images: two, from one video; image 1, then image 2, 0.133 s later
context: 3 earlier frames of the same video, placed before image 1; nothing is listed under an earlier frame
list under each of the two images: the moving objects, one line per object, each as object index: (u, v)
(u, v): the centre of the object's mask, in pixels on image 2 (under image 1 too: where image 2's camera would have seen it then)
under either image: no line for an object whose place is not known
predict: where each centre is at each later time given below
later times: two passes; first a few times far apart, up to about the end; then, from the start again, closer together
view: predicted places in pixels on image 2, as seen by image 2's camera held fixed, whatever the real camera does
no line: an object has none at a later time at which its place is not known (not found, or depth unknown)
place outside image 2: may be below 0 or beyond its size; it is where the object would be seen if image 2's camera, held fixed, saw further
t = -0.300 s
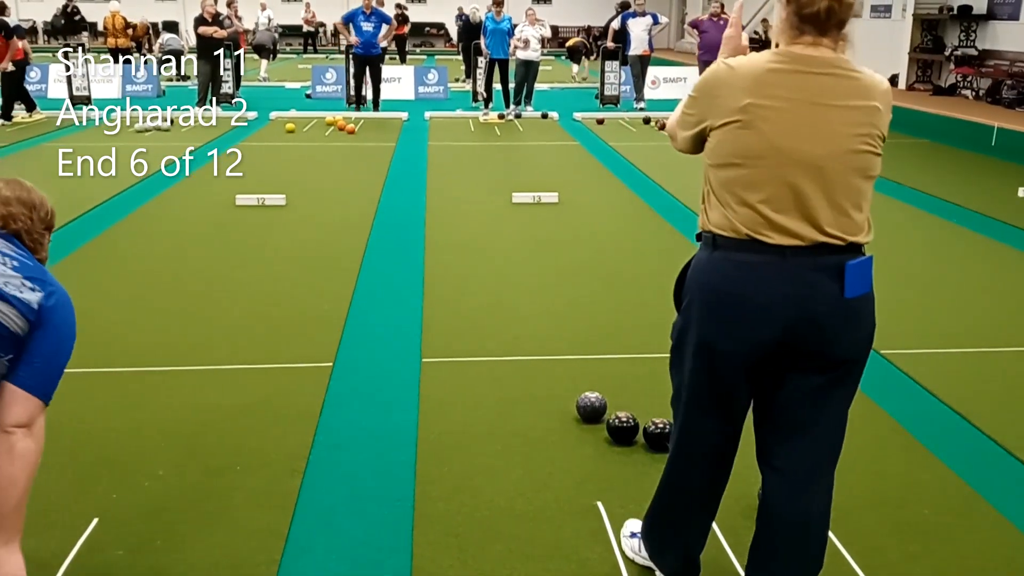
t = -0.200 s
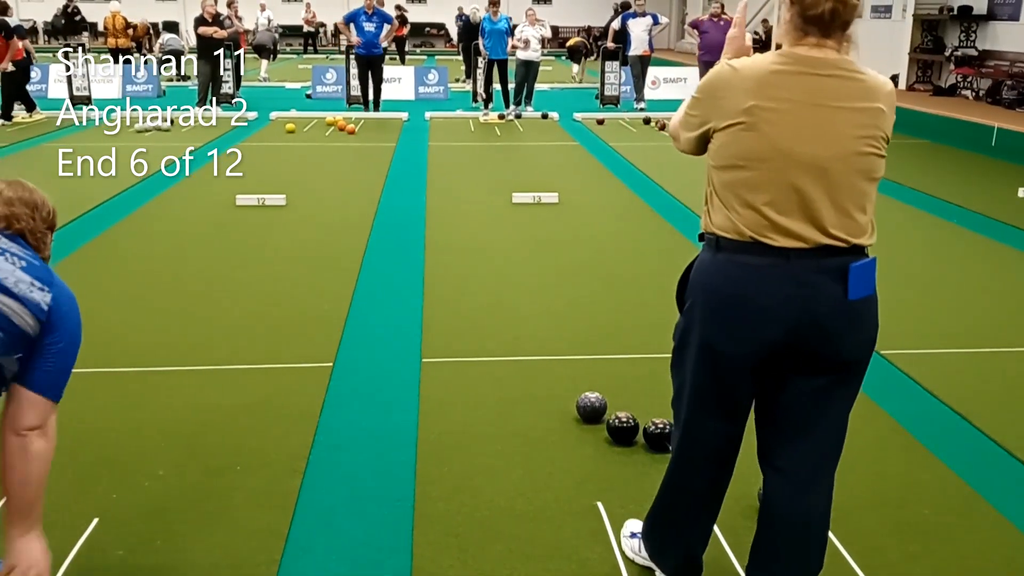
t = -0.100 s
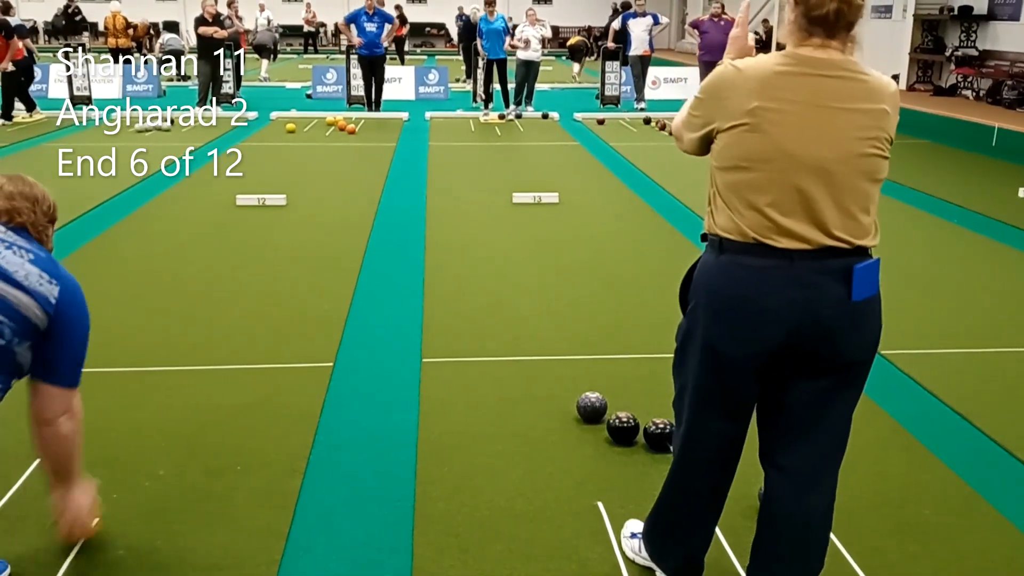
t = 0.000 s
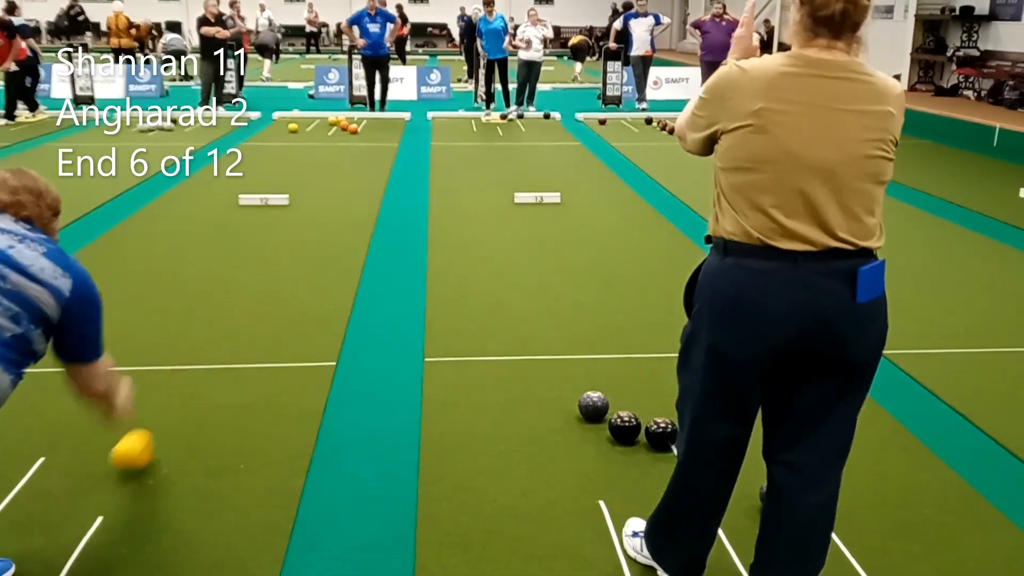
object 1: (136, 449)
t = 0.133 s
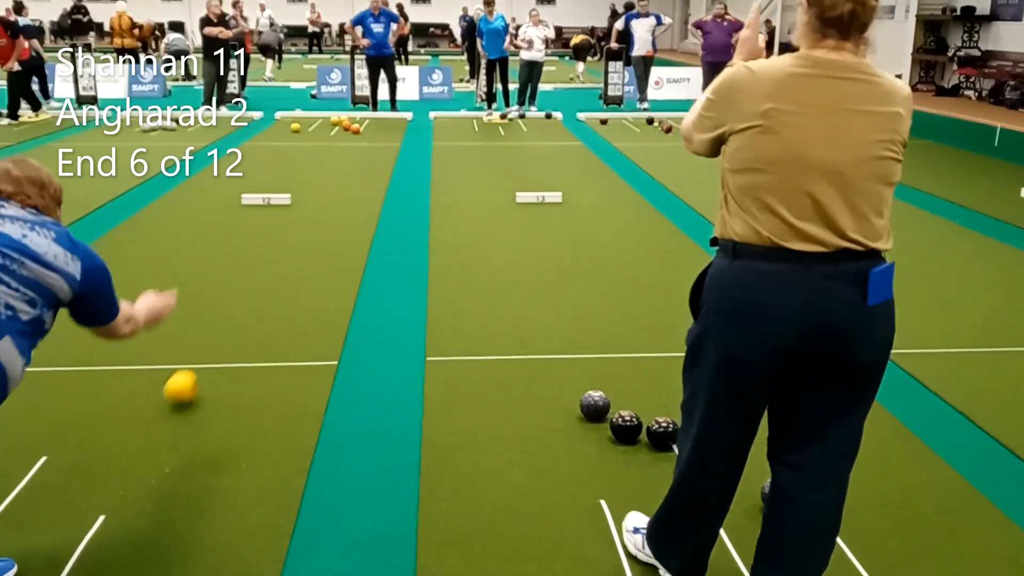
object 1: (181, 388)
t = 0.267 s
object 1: (214, 346)
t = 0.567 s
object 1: (260, 281)
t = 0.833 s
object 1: (287, 243)
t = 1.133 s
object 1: (308, 212)
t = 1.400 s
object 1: (319, 191)
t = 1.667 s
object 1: (329, 174)
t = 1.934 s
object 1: (337, 161)
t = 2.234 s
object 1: (344, 149)
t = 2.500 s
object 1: (348, 140)
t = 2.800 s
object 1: (352, 131)
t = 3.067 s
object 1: (349, 128)
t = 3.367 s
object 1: (345, 127)
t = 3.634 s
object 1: (343, 126)
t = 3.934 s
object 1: (342, 126)
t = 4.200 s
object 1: (341, 126)
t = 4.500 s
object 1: (338, 126)
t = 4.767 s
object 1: (335, 126)
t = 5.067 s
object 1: (335, 126)
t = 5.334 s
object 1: (335, 126)
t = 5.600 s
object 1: (334, 126)
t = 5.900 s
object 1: (334, 126)
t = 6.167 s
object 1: (334, 126)
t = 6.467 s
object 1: (335, 126)
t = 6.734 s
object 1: (334, 127)
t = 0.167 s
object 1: (191, 376)
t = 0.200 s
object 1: (200, 364)
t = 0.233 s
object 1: (207, 354)
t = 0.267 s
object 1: (214, 346)
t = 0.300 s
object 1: (220, 337)
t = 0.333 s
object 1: (226, 329)
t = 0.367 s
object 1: (232, 321)
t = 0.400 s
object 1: (237, 313)
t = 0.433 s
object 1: (242, 307)
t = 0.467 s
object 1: (247, 299)
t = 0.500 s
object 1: (251, 293)
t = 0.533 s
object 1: (256, 287)
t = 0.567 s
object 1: (260, 281)
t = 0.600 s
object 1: (264, 276)
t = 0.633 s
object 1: (268, 270)
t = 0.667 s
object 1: (271, 265)
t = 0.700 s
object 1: (275, 261)
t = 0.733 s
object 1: (278, 256)
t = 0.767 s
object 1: (281, 252)
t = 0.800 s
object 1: (284, 247)
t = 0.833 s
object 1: (287, 243)
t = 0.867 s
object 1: (290, 239)
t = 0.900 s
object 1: (292, 235)
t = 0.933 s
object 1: (295, 231)
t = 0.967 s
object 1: (297, 228)
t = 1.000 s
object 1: (299, 224)
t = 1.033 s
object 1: (301, 221)
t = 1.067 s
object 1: (303, 218)
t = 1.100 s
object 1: (306, 215)
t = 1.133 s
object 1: (308, 212)
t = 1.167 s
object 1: (309, 208)
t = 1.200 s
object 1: (311, 206)
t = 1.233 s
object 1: (313, 203)
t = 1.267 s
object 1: (315, 201)
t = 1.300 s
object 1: (317, 198)
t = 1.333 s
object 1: (318, 195)
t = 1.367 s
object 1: (318, 193)
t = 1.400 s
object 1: (319, 191)
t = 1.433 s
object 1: (320, 189)
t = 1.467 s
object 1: (322, 186)
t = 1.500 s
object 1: (323, 184)
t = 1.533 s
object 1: (325, 182)
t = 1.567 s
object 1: (326, 180)
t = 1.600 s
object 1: (327, 178)
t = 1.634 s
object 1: (328, 176)
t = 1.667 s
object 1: (329, 174)
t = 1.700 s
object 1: (330, 173)
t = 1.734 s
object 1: (331, 171)
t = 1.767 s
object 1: (332, 169)
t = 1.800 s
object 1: (333, 167)
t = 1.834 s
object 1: (334, 166)
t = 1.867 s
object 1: (335, 164)
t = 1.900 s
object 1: (336, 163)
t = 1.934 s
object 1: (337, 161)
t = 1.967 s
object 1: (338, 160)
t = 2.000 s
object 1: (339, 158)
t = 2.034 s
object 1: (340, 157)
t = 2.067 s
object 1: (340, 155)
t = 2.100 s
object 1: (341, 154)
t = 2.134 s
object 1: (342, 152)
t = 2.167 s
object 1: (342, 151)
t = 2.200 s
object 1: (343, 150)
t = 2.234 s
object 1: (344, 149)
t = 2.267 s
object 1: (344, 148)
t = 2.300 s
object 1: (345, 146)
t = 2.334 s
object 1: (345, 145)
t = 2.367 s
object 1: (346, 144)
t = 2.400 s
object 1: (346, 143)
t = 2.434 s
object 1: (347, 142)
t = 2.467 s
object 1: (347, 141)
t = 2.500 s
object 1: (348, 140)
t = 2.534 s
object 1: (348, 139)
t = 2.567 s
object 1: (348, 137)
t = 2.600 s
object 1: (348, 136)
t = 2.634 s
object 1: (348, 135)
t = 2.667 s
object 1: (348, 134)
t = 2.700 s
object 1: (349, 134)
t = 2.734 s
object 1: (350, 133)
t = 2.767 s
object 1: (351, 132)
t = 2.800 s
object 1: (352, 131)
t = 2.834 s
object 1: (352, 130)
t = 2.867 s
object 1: (353, 130)
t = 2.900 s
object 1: (352, 129)
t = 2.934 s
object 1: (351, 129)
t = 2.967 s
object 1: (350, 129)
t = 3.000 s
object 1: (350, 129)
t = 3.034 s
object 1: (349, 129)
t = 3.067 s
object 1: (349, 128)
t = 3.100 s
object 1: (349, 128)
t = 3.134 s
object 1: (348, 128)
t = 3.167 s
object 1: (348, 128)
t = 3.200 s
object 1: (347, 128)
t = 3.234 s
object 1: (347, 127)
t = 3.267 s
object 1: (346, 127)
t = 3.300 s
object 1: (346, 127)
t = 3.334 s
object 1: (345, 127)
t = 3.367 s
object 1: (345, 127)
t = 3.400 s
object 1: (345, 127)
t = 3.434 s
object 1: (344, 127)
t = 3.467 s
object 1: (344, 126)
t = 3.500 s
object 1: (344, 126)
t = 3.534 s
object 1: (344, 126)
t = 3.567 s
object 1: (343, 126)
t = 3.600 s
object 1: (343, 126)
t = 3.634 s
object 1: (343, 126)
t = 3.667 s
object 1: (343, 126)
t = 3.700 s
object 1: (343, 126)
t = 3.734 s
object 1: (343, 126)
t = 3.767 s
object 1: (343, 126)
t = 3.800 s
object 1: (343, 126)
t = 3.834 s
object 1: (343, 126)
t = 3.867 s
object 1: (343, 126)
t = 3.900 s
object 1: (342, 126)
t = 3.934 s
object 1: (342, 126)
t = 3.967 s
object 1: (342, 126)
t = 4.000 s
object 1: (342, 126)
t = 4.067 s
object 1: (342, 126)
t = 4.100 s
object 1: (341, 125)
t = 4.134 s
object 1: (341, 125)
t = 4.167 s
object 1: (341, 125)
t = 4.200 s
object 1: (341, 126)
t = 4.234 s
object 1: (341, 126)
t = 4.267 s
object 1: (340, 126)
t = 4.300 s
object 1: (340, 126)
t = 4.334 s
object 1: (340, 126)
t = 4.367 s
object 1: (340, 126)
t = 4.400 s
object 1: (339, 126)
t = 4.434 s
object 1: (339, 126)
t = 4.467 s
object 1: (338, 126)
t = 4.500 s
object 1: (338, 126)
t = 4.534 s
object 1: (337, 126)
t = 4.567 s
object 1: (337, 126)
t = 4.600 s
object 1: (336, 126)
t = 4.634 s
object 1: (336, 126)
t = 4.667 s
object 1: (335, 126)
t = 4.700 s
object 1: (335, 126)
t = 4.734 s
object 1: (335, 126)
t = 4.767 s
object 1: (335, 126)
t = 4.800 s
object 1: (335, 126)
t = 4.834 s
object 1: (335, 126)
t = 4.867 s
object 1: (335, 126)
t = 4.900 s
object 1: (335, 126)
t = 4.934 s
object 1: (335, 126)
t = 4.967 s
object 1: (335, 126)
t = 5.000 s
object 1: (335, 126)
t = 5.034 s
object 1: (335, 127)
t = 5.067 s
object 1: (335, 126)
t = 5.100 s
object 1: (334, 126)
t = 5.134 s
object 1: (334, 126)
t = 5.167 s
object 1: (334, 126)
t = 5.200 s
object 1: (334, 126)
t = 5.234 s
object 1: (334, 126)
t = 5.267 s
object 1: (334, 126)
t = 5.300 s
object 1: (334, 126)
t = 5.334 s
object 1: (335, 126)
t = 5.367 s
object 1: (335, 126)
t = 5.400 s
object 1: (335, 126)
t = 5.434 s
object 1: (334, 126)
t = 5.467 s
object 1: (334, 126)
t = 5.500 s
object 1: (334, 126)
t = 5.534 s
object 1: (334, 126)
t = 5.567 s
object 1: (334, 126)
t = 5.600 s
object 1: (334, 126)
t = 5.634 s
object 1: (334, 126)
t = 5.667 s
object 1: (334, 126)
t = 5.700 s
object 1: (334, 126)
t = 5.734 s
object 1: (334, 126)
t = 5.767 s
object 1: (334, 126)
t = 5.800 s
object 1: (334, 126)
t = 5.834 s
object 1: (334, 126)
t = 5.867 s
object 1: (334, 126)
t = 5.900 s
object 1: (334, 126)
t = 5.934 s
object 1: (334, 126)
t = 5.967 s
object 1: (334, 126)
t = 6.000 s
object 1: (334, 126)
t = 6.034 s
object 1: (334, 126)
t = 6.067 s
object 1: (334, 126)
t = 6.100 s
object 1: (334, 126)
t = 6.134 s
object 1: (334, 126)
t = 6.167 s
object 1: (334, 126)
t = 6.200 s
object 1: (334, 126)
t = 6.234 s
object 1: (334, 126)
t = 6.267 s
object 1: (334, 126)
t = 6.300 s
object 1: (334, 126)
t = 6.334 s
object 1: (334, 126)
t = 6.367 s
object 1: (334, 126)
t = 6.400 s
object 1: (334, 126)
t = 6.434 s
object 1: (335, 126)
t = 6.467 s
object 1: (335, 126)
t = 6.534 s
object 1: (335, 126)
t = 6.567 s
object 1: (335, 126)
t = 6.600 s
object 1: (335, 126)
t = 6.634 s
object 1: (334, 126)
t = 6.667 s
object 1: (334, 126)
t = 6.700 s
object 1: (334, 126)
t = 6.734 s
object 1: (334, 127)
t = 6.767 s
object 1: (334, 127)
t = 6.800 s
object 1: (334, 127)
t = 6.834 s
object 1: (334, 127)
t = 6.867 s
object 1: (334, 127)
